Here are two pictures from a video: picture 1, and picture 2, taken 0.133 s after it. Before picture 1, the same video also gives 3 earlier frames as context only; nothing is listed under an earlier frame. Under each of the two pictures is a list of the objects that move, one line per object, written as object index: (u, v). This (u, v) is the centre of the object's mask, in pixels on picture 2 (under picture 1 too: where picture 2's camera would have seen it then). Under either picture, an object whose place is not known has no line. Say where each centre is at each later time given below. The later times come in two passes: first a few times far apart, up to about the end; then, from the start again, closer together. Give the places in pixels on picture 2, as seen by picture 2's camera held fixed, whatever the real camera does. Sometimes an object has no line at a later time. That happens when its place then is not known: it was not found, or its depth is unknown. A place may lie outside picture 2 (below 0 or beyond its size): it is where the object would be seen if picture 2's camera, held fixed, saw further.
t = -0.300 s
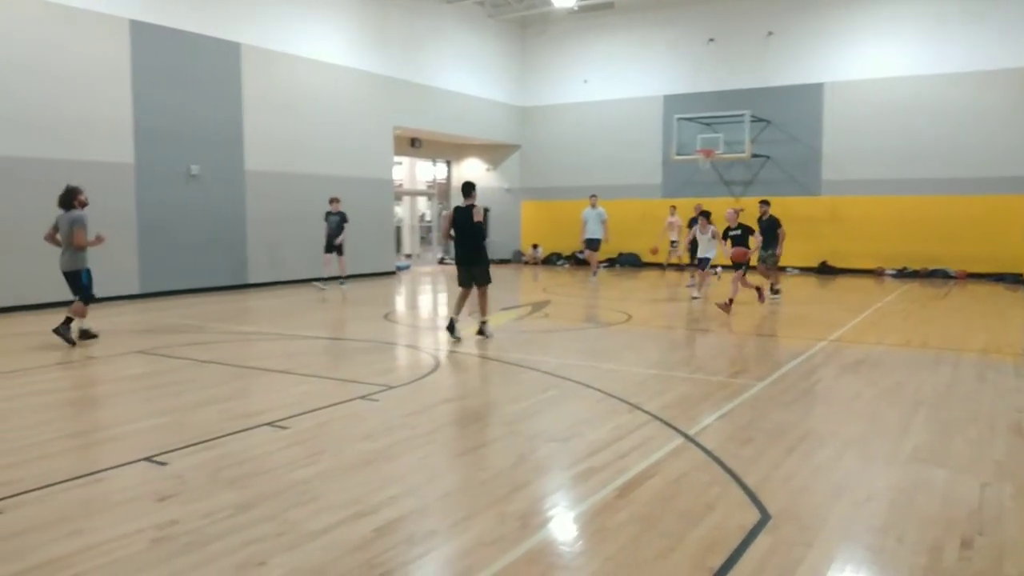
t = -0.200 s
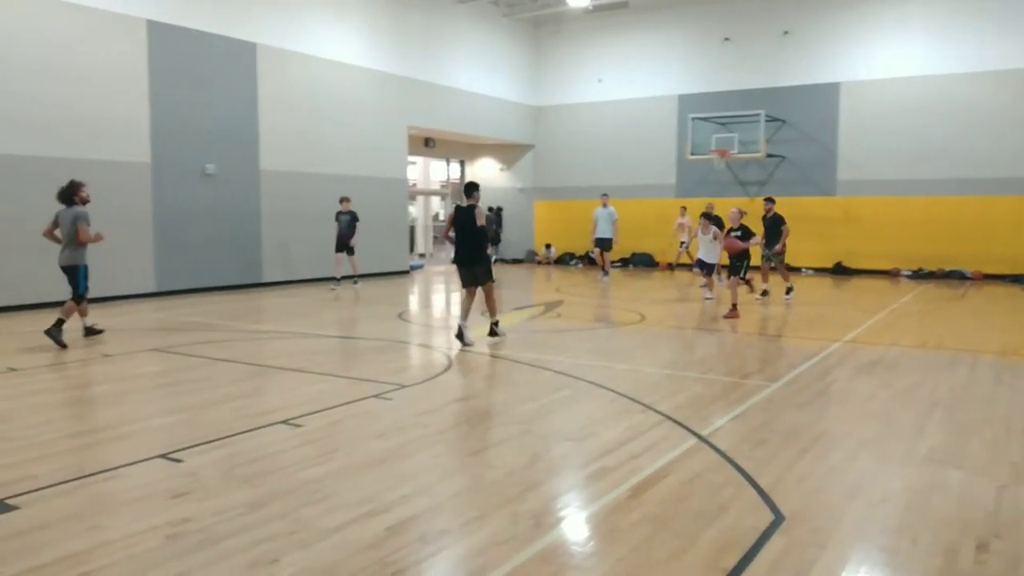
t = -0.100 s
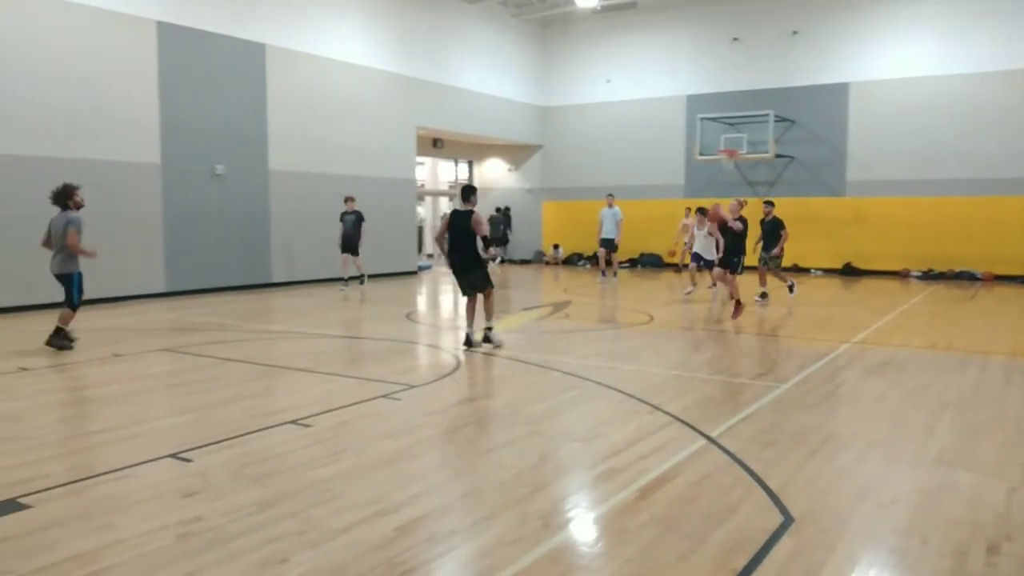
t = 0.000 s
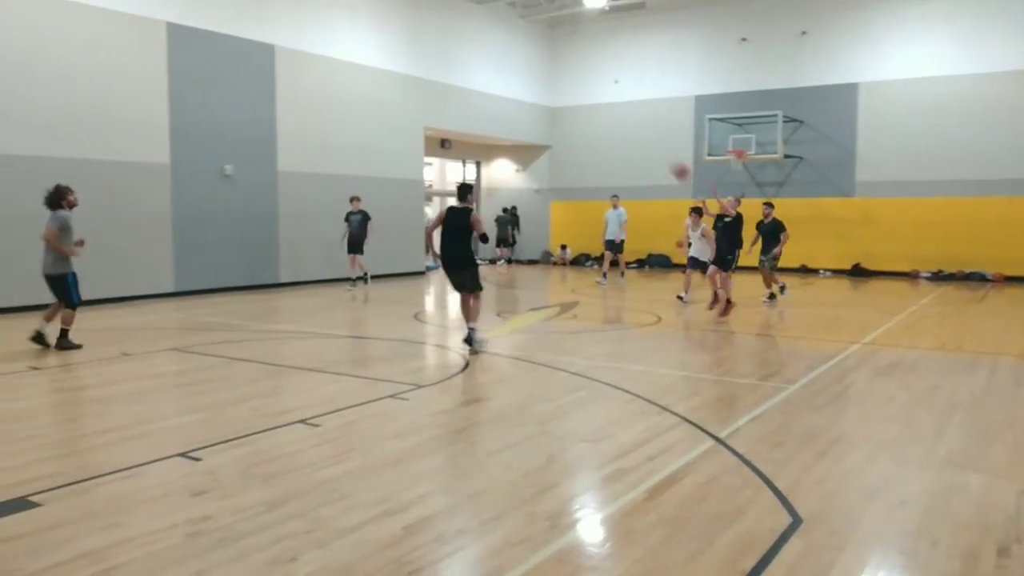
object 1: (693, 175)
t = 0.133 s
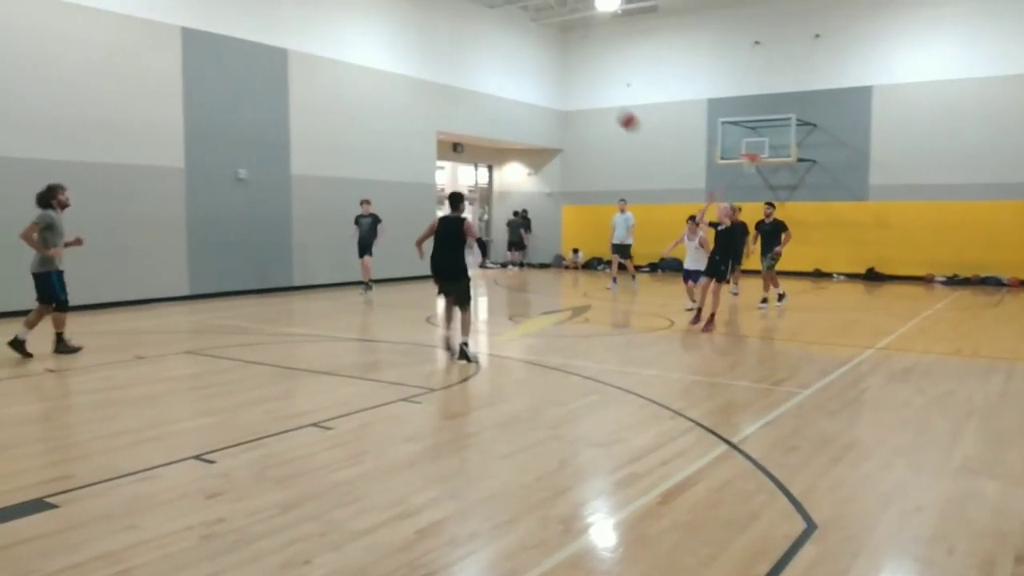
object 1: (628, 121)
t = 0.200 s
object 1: (592, 96)
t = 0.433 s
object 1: (451, 26)
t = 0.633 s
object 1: (304, -4)
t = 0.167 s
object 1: (611, 108)
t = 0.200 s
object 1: (592, 96)
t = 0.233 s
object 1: (574, 85)
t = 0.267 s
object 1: (555, 73)
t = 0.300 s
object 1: (535, 63)
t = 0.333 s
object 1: (515, 53)
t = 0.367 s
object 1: (494, 43)
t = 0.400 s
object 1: (472, 34)
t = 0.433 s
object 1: (451, 26)
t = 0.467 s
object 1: (427, 19)
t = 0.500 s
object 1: (404, 13)
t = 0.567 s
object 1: (355, 3)
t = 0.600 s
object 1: (329, -1)
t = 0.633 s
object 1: (304, -4)
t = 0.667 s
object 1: (276, -6)
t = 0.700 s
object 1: (250, -6)
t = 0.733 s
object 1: (219, -6)
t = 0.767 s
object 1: (190, -4)
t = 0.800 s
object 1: (160, -1)
